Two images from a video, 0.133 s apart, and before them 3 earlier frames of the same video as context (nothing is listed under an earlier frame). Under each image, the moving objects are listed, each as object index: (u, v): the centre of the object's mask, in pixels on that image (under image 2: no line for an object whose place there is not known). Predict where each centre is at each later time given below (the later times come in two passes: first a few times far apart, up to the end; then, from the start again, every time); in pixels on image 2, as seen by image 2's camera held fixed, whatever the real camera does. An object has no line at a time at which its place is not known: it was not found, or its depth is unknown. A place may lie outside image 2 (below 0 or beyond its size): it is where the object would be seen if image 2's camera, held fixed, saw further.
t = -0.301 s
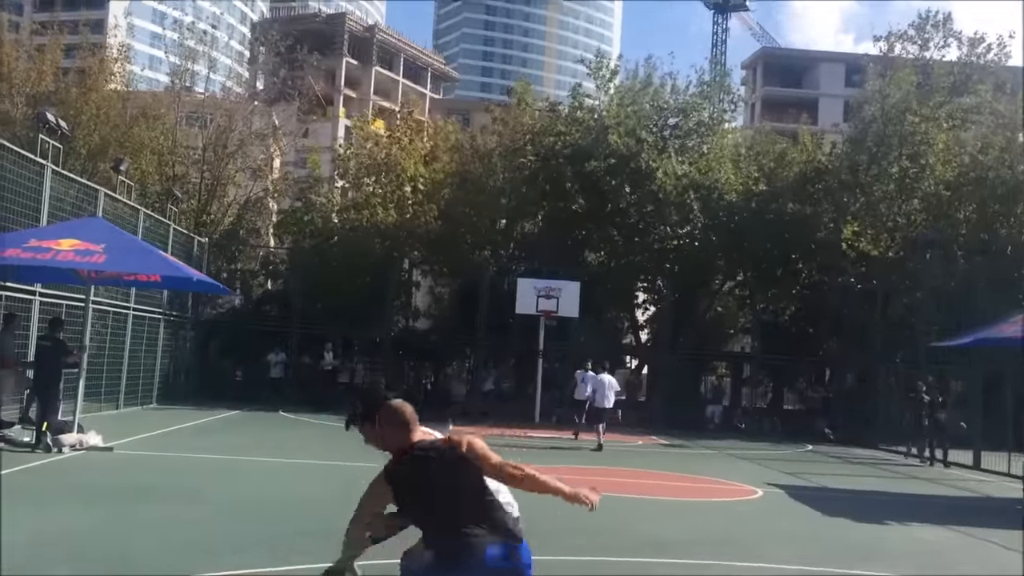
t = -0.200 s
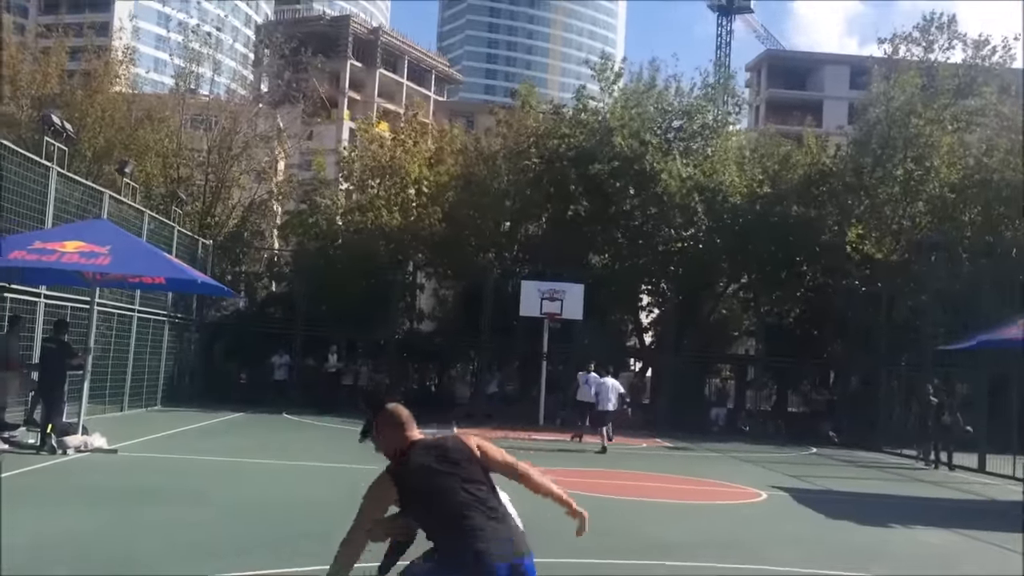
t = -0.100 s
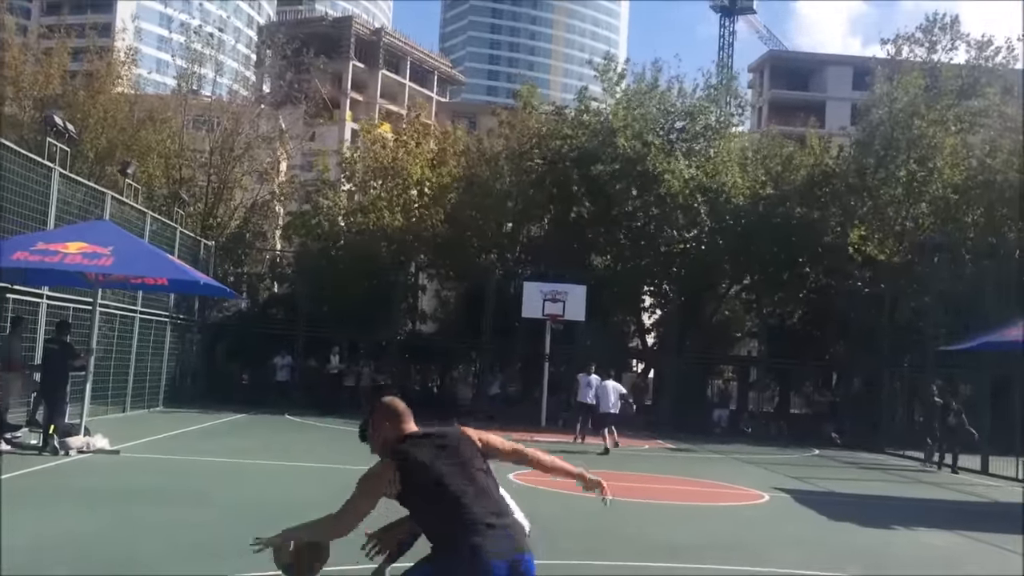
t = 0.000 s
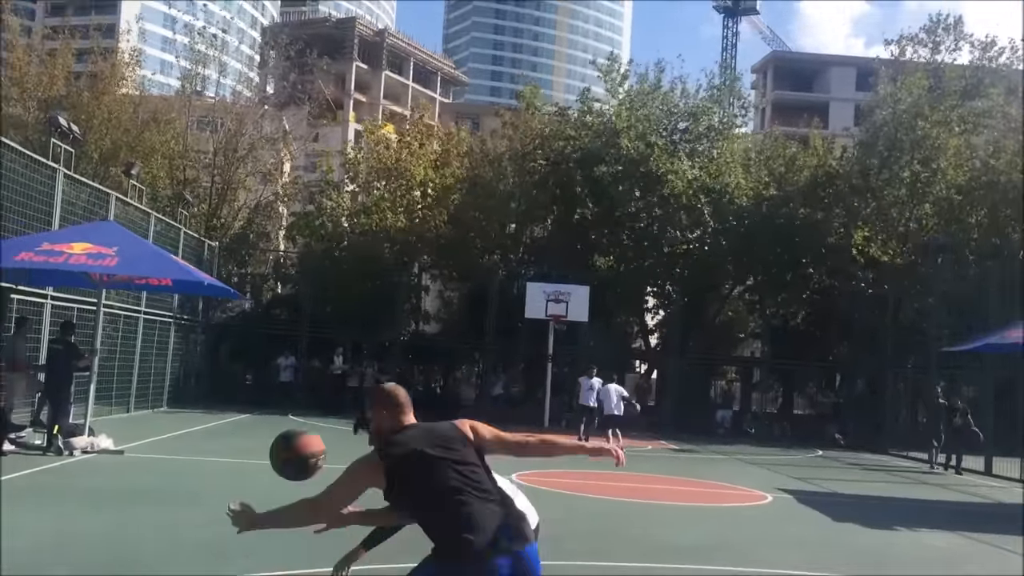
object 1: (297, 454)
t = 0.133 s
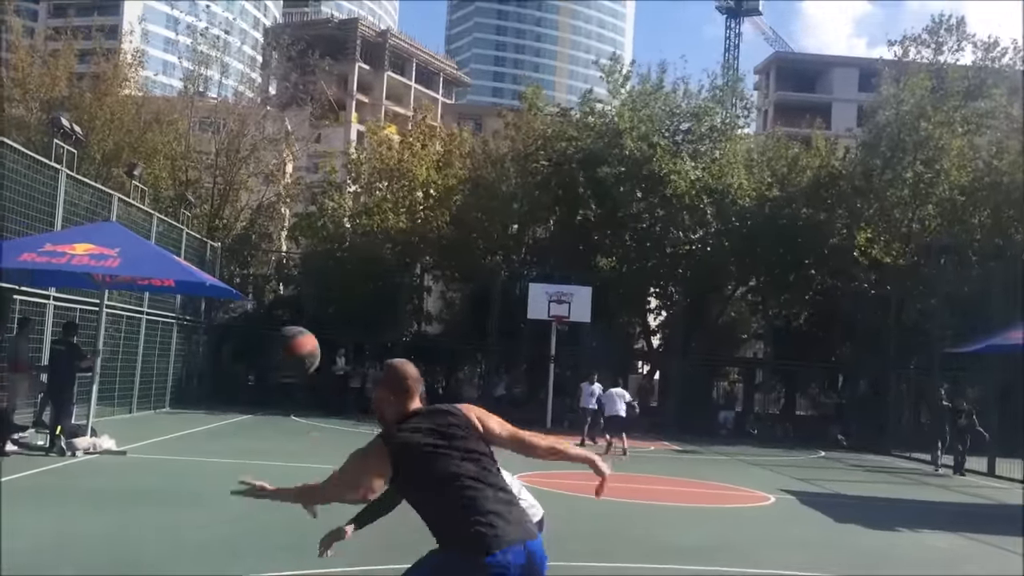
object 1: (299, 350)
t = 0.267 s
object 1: (281, 292)
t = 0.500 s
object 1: (255, 269)
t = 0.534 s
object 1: (252, 276)
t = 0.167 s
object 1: (297, 331)
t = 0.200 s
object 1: (287, 317)
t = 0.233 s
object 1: (284, 306)
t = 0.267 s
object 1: (281, 292)
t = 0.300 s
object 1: (278, 281)
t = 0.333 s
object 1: (275, 276)
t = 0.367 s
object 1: (273, 268)
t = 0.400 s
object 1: (269, 266)
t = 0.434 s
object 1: (267, 267)
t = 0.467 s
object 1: (261, 268)
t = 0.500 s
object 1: (255, 269)
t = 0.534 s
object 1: (252, 276)
